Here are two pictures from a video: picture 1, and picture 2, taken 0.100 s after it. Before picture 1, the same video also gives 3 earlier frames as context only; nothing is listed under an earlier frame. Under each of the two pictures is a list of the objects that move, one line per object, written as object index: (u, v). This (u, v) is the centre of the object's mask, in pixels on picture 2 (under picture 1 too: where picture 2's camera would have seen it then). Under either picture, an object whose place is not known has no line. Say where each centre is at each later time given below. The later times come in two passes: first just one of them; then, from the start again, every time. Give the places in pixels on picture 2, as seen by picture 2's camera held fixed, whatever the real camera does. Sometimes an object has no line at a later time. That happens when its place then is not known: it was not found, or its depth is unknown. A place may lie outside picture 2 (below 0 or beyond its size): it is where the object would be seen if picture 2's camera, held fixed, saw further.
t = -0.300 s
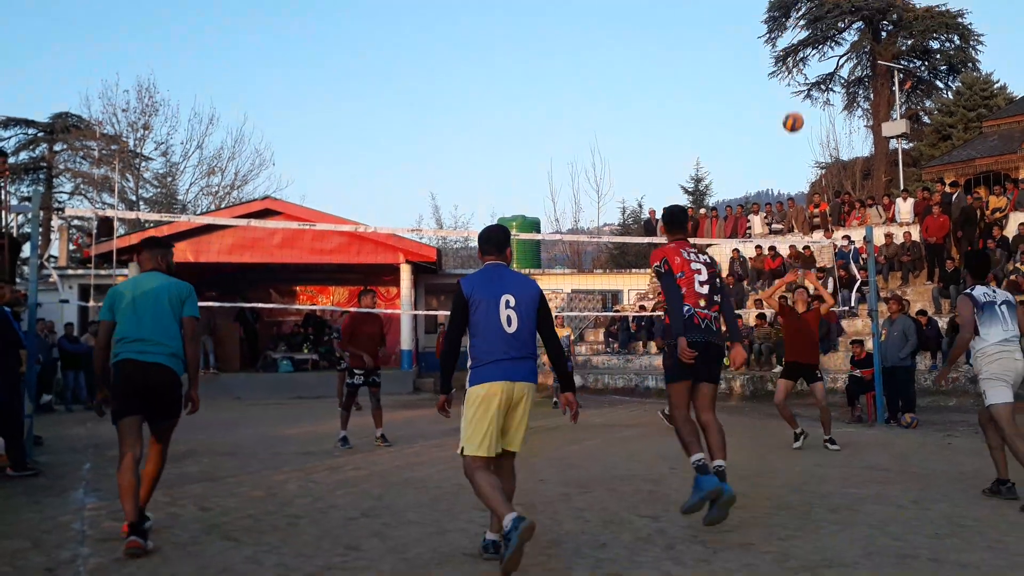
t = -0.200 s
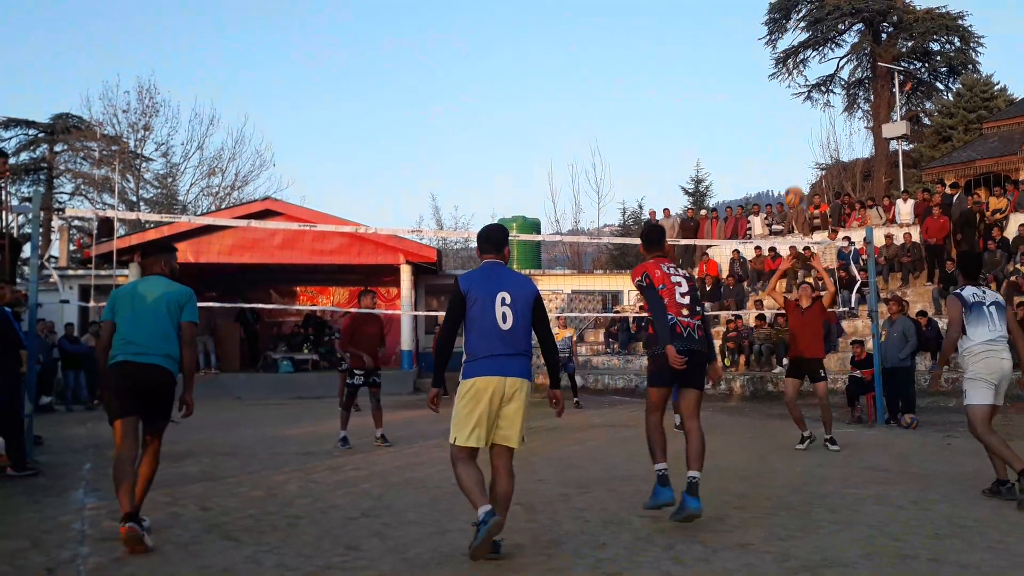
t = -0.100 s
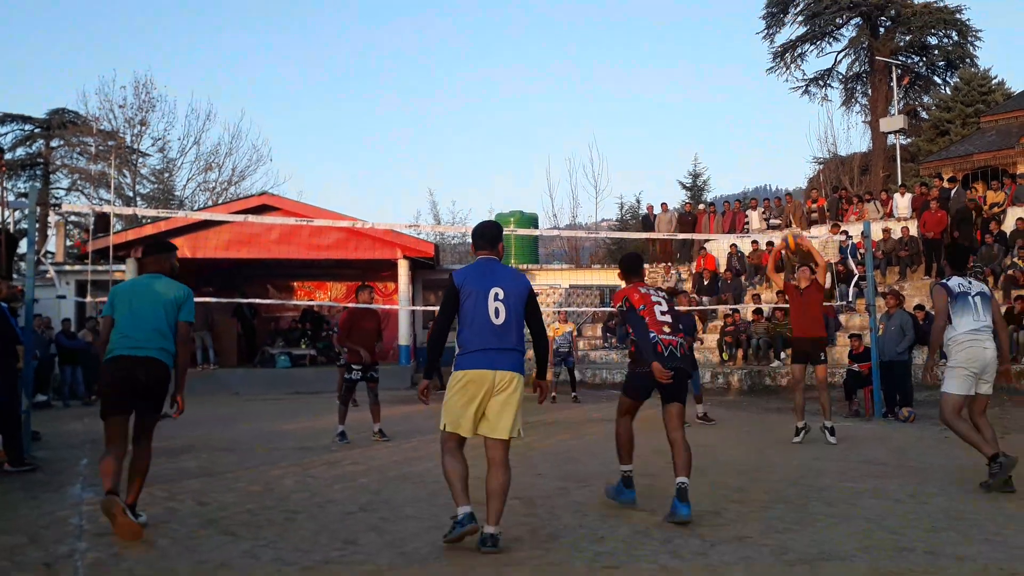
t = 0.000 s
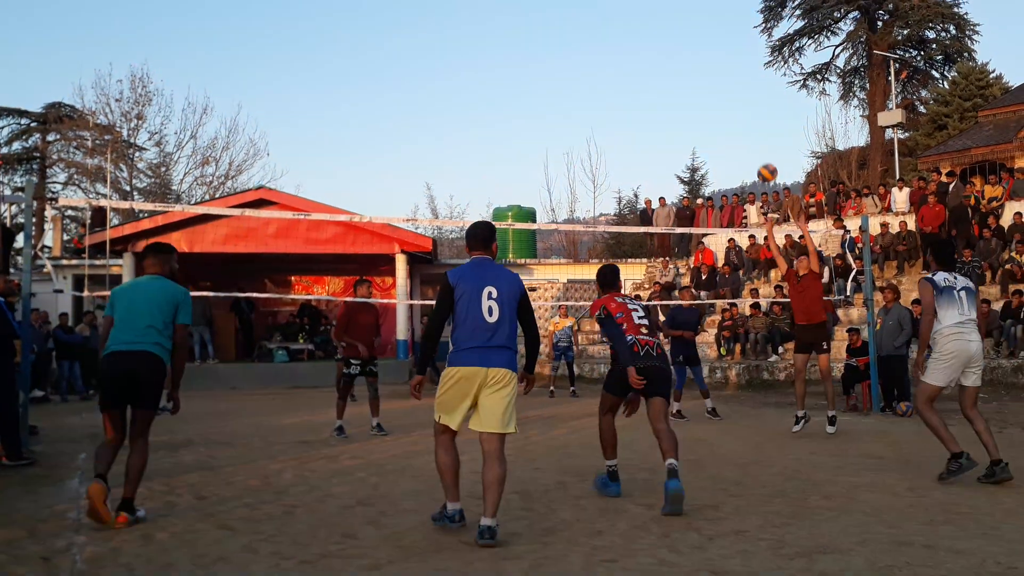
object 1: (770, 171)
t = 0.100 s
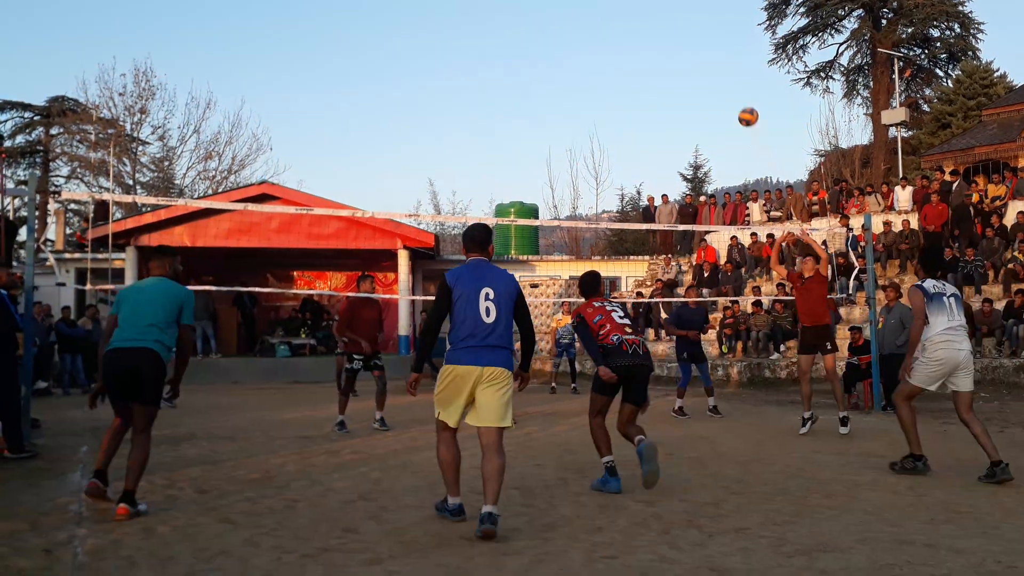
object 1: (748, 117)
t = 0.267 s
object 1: (713, 48)
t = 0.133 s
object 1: (741, 101)
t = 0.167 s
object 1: (734, 86)
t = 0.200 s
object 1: (727, 72)
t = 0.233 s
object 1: (720, 60)
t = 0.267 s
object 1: (713, 48)
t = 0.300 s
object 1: (706, 37)
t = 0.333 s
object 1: (699, 27)
